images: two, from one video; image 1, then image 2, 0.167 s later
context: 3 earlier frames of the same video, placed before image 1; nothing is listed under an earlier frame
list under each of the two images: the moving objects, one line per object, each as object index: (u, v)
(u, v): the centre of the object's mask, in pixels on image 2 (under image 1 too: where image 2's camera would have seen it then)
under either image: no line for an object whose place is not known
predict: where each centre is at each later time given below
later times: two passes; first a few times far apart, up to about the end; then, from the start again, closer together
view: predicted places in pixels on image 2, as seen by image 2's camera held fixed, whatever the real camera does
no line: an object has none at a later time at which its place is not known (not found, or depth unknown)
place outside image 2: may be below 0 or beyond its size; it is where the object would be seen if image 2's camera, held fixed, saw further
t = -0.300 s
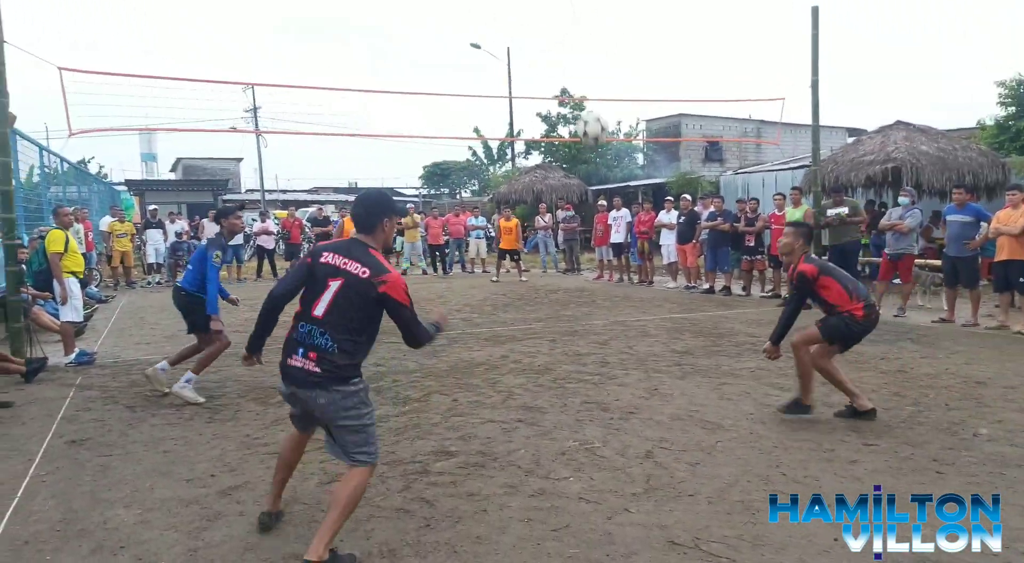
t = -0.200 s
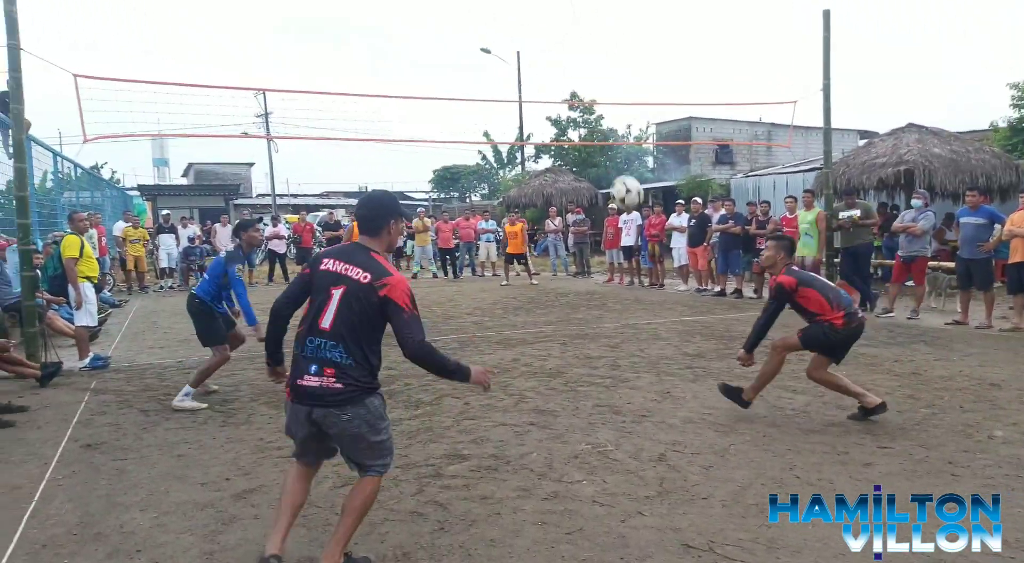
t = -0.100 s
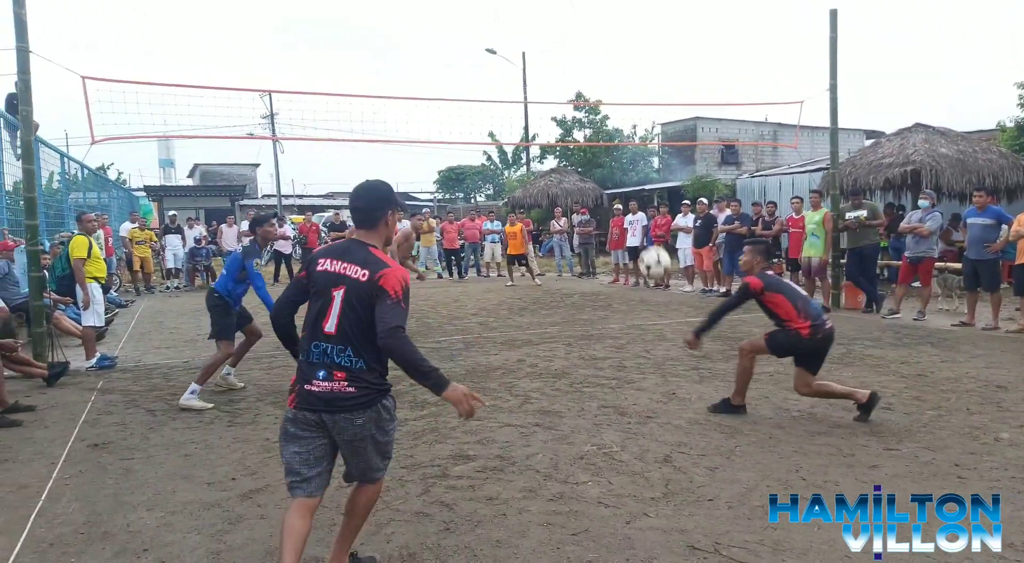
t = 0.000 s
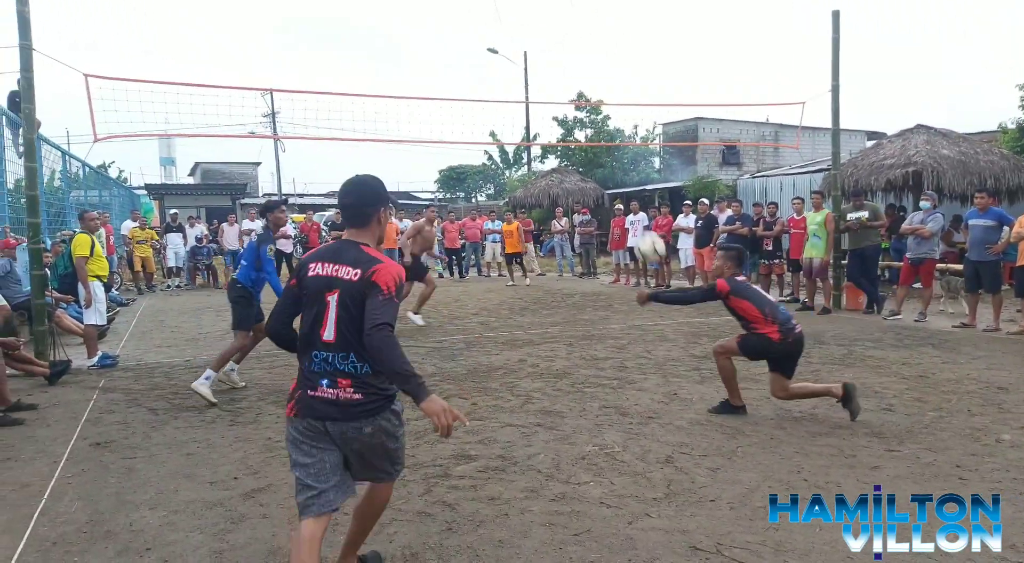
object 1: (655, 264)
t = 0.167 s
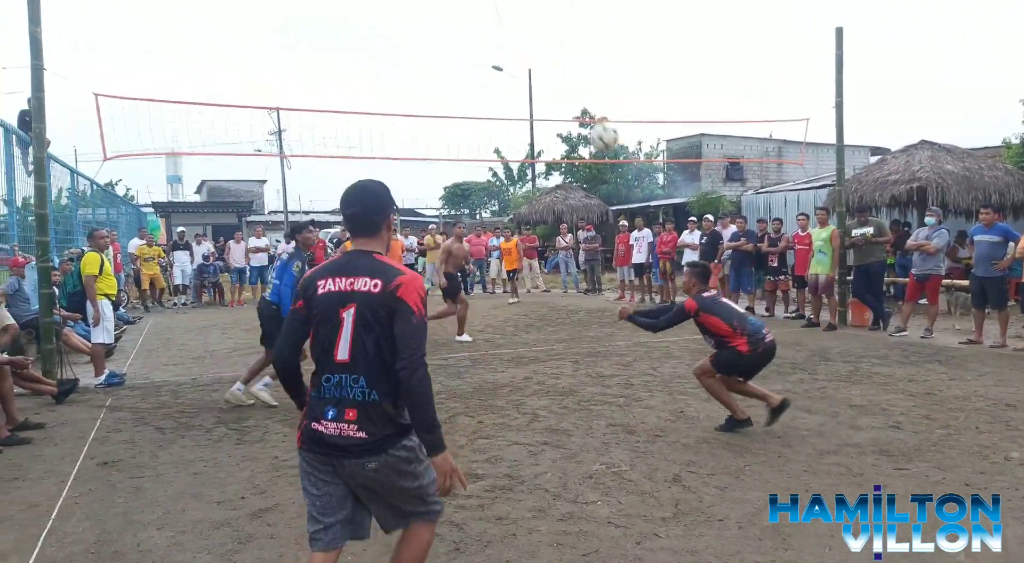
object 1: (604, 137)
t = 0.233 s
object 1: (586, 99)
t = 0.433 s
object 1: (534, 21)
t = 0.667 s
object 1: (478, -2)
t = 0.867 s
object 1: (436, 19)
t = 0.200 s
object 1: (594, 118)
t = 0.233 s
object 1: (586, 99)
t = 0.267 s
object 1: (578, 82)
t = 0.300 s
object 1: (569, 66)
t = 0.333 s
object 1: (561, 53)
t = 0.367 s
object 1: (552, 41)
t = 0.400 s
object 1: (543, 30)
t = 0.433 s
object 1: (534, 21)
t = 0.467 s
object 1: (526, 12)
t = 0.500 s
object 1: (516, 10)
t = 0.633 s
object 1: (485, 0)
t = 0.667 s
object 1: (478, -2)
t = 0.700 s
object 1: (470, -1)
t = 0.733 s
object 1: (464, -1)
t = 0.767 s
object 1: (457, 0)
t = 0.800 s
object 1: (450, 5)
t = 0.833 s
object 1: (443, 11)
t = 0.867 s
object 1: (436, 19)
